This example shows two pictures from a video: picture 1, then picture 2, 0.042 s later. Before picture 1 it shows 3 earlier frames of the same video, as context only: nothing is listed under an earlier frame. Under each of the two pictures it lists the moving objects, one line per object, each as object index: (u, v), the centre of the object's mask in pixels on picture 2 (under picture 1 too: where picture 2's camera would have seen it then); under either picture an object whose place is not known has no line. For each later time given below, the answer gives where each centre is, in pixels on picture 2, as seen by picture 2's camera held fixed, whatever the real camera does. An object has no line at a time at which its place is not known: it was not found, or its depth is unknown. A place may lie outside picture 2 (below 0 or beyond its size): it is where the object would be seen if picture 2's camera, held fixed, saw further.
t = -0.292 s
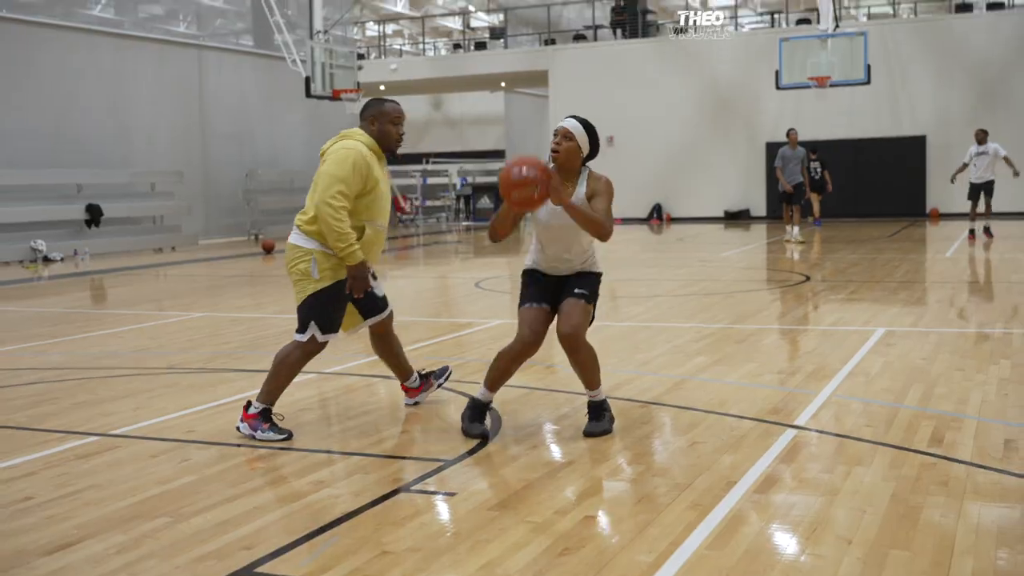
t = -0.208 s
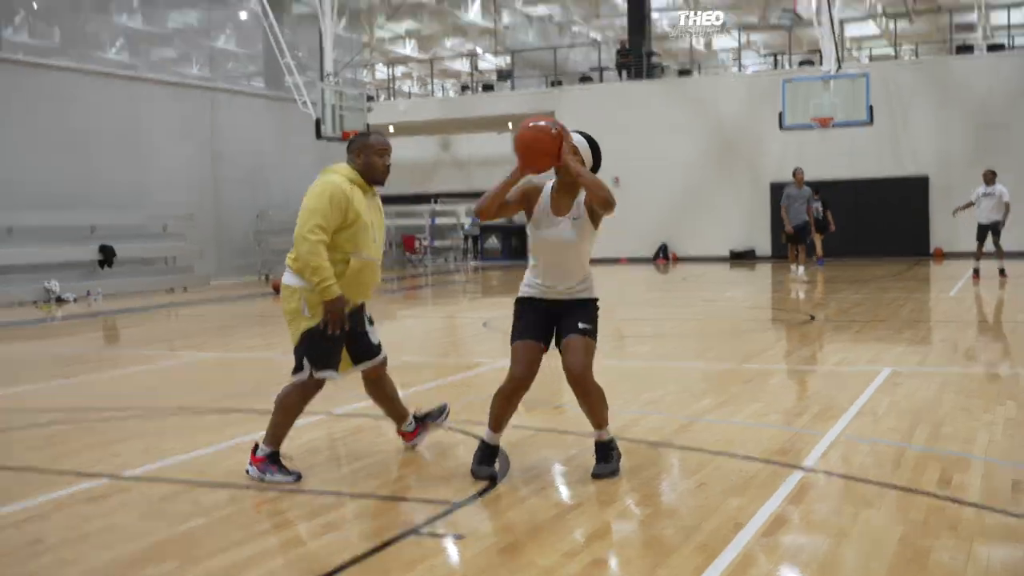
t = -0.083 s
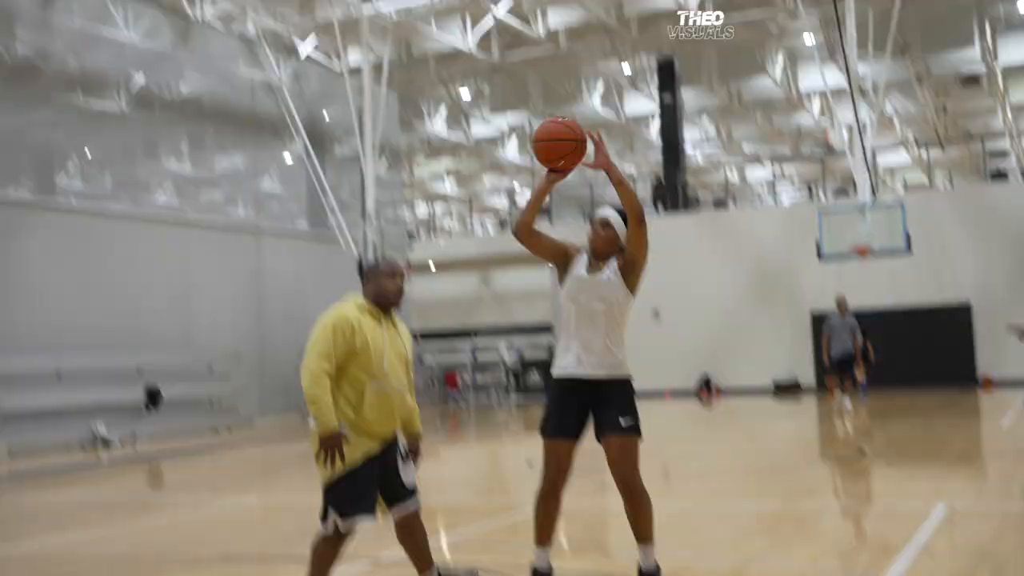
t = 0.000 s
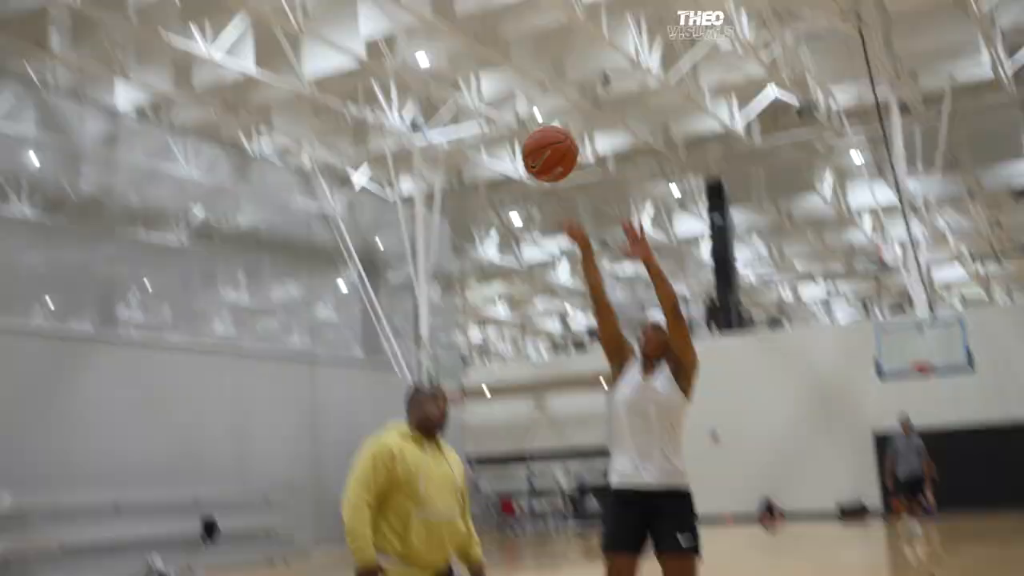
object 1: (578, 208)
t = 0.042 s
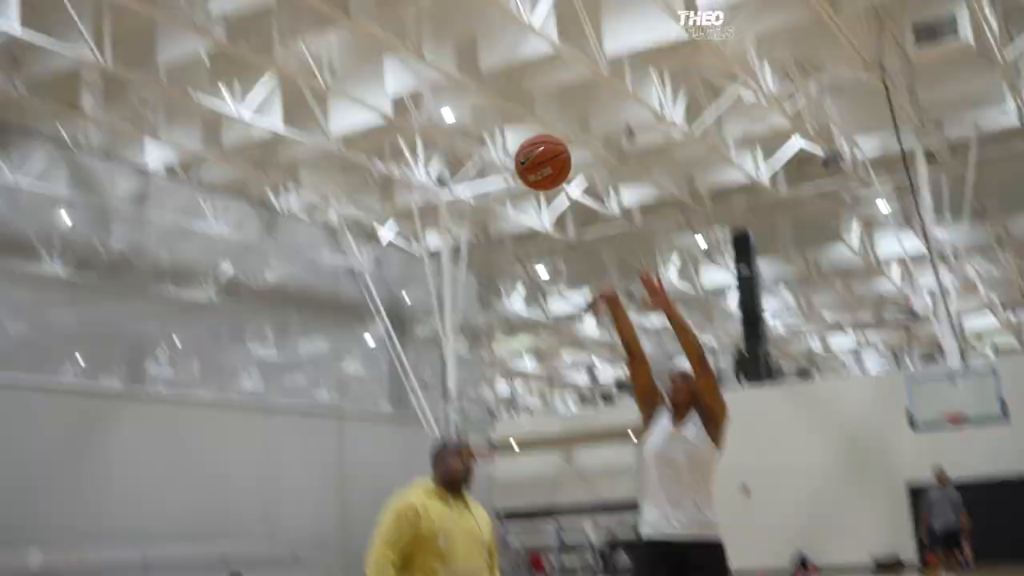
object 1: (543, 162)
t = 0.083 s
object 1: (493, 98)
